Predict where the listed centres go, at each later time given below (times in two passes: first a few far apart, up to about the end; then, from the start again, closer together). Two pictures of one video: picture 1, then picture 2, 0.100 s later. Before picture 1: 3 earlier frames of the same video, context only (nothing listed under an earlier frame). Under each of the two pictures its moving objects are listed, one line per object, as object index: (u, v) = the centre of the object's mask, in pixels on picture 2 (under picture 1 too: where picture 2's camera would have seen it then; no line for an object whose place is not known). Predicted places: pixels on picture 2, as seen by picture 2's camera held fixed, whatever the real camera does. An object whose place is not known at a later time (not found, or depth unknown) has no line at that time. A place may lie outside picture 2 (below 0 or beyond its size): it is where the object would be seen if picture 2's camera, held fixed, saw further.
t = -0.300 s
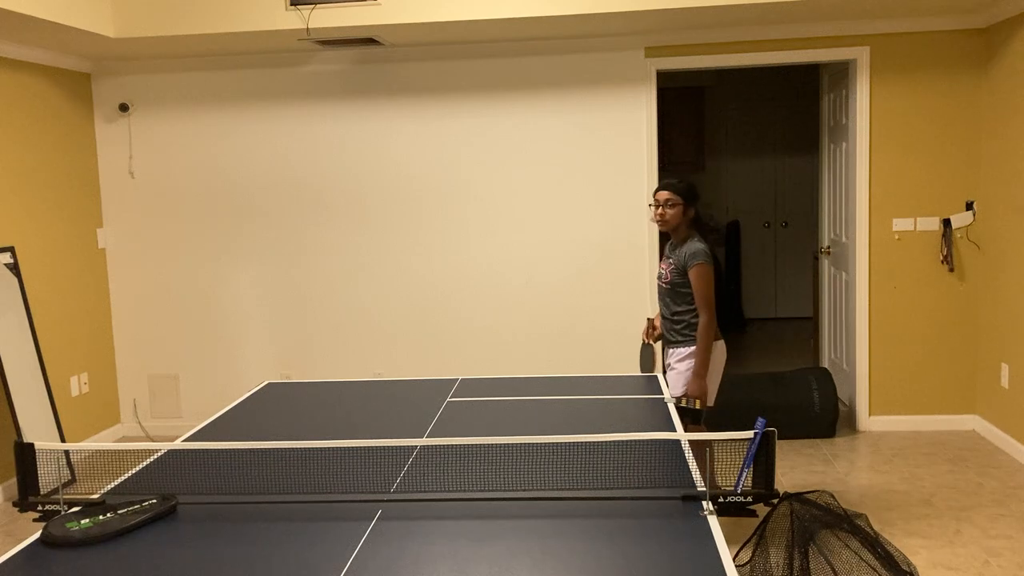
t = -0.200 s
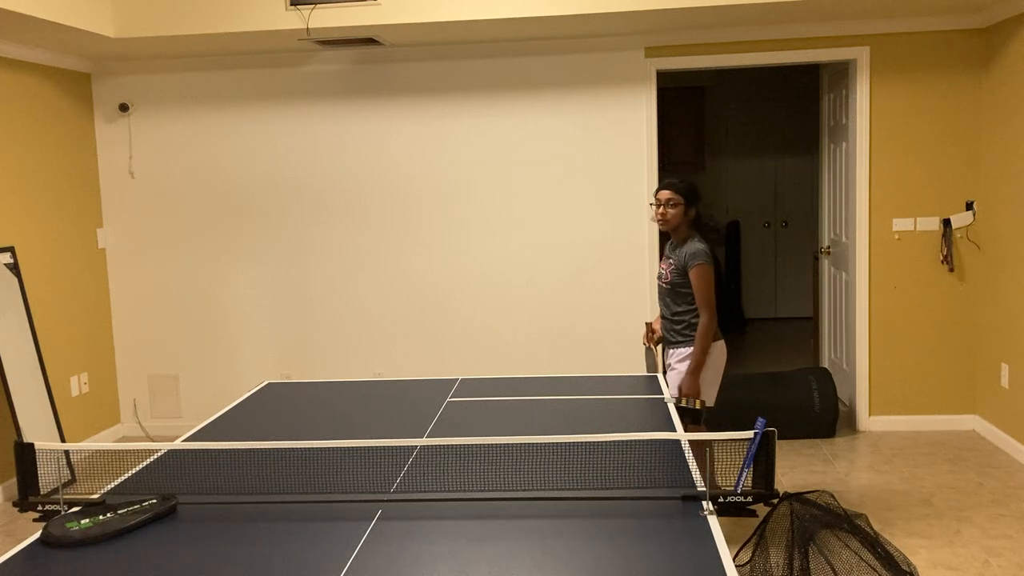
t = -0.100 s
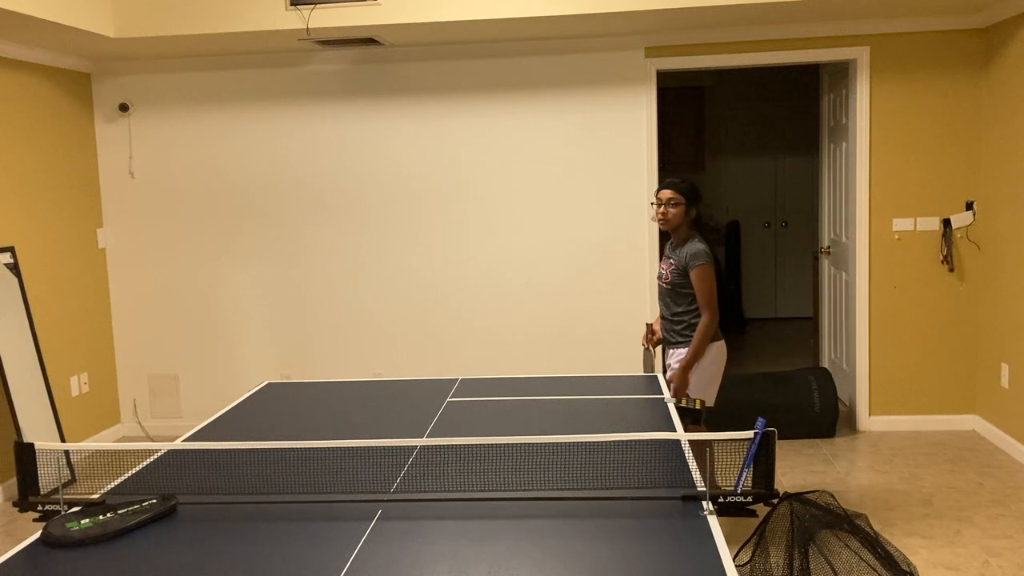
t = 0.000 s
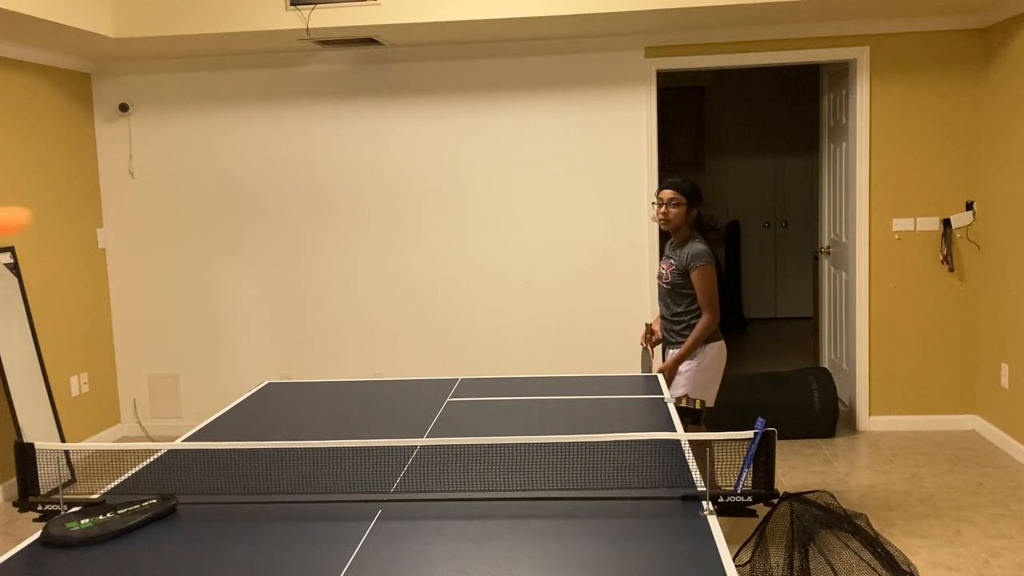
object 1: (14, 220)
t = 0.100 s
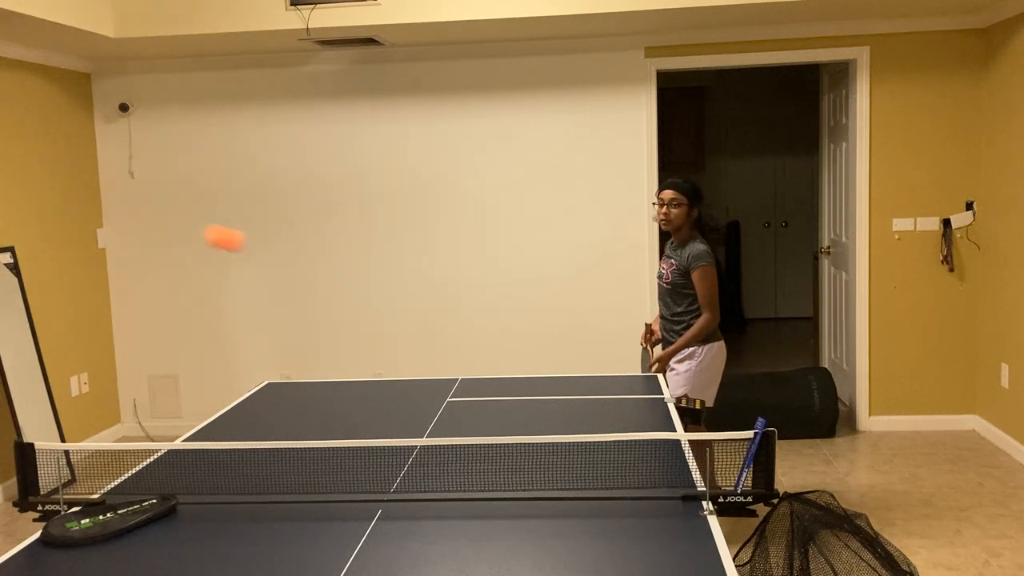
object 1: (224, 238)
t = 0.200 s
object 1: (364, 301)
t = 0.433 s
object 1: (528, 358)
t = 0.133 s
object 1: (279, 256)
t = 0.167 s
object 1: (325, 277)
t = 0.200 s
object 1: (364, 301)
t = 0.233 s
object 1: (399, 329)
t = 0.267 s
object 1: (429, 355)
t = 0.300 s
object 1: (455, 386)
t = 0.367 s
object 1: (498, 436)
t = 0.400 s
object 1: (512, 396)
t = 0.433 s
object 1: (528, 358)
